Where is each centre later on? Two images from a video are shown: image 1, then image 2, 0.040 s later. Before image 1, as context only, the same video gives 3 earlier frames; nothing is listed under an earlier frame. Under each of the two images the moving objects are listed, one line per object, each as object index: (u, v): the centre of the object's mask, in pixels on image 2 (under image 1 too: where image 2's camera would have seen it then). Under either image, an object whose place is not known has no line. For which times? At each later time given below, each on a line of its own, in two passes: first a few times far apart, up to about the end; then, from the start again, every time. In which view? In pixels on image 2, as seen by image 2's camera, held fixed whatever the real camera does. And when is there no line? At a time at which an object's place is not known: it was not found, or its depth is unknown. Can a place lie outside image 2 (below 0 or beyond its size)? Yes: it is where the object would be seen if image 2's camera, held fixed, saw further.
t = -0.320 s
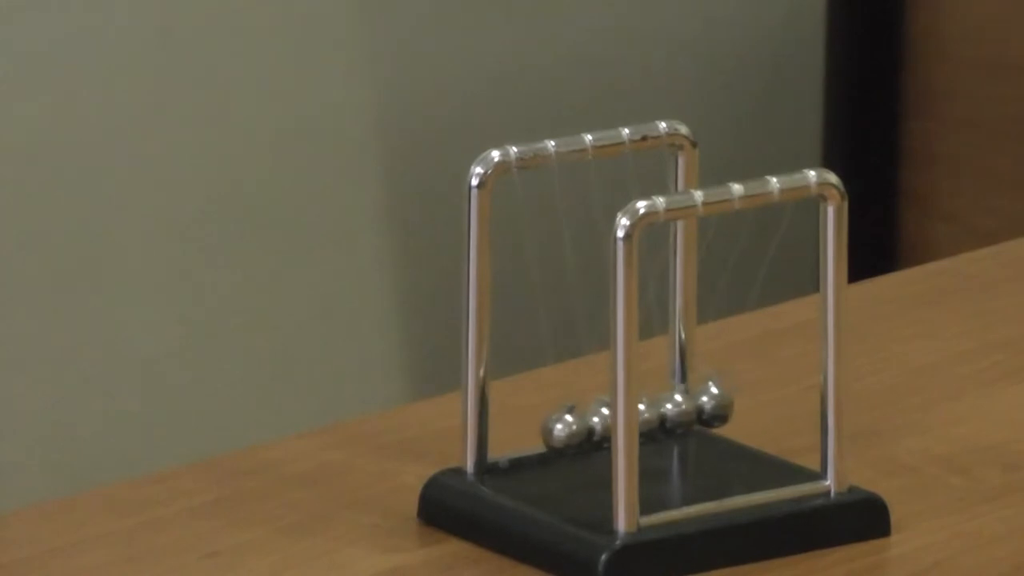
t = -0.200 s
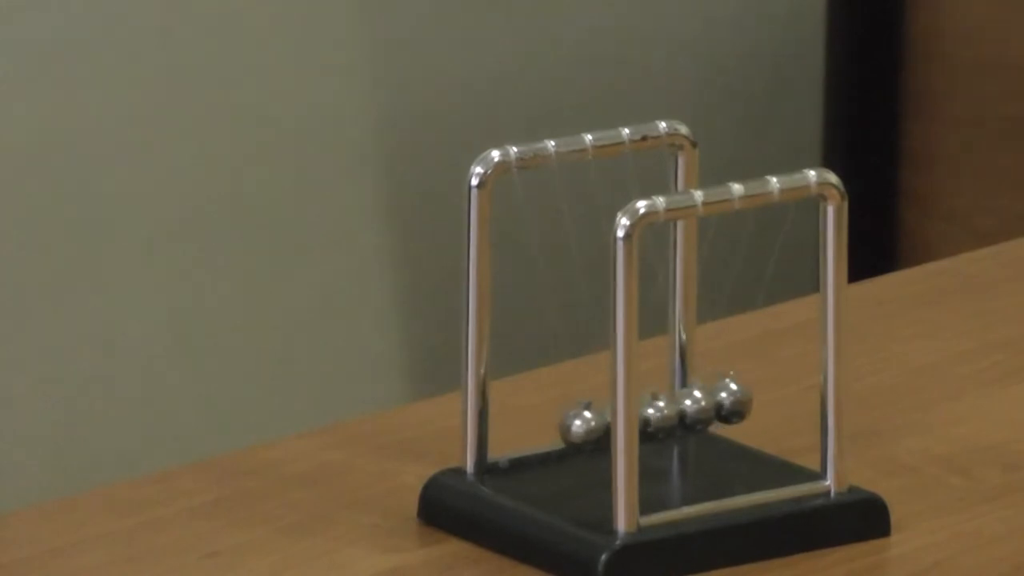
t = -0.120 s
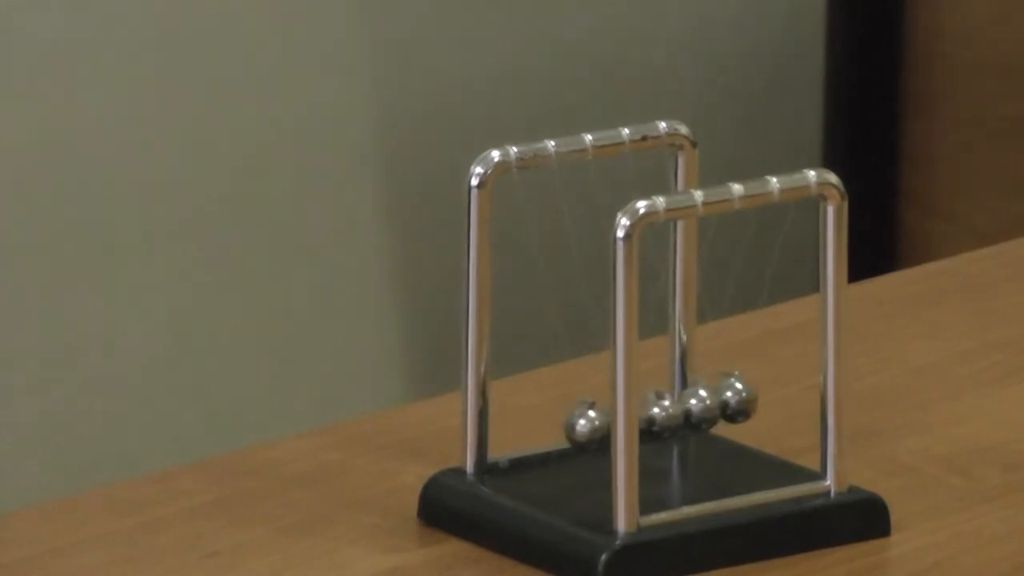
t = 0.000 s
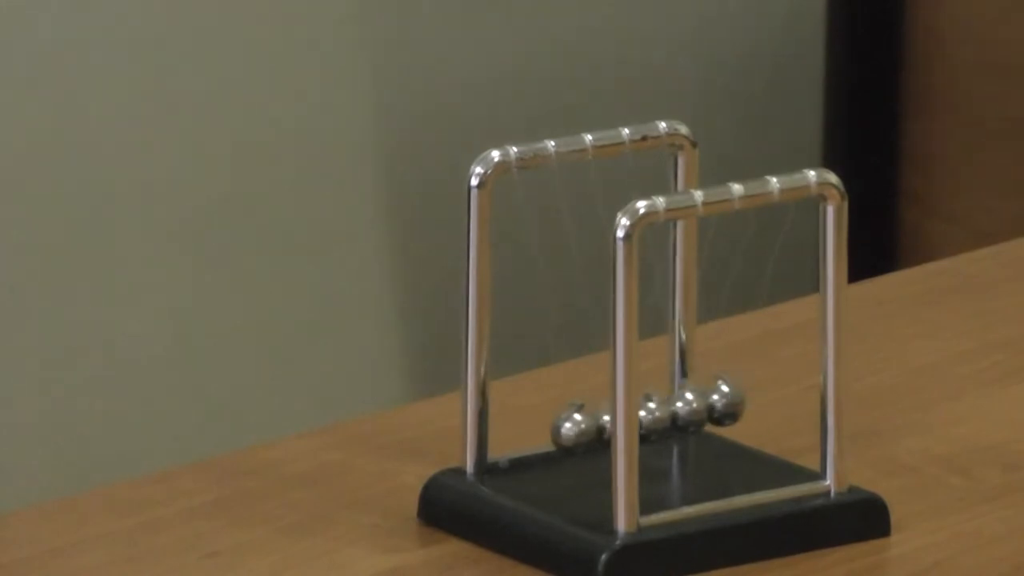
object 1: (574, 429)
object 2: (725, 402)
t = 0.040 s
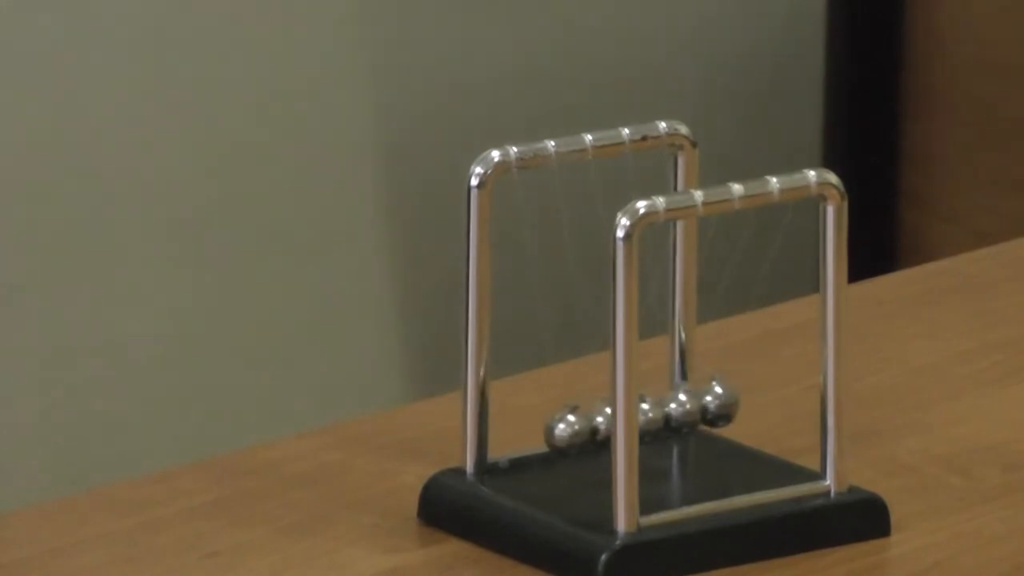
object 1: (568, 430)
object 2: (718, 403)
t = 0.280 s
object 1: (580, 427)
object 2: (726, 401)
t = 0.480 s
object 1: (572, 429)
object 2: (722, 401)
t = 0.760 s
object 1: (580, 427)
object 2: (728, 400)
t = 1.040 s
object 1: (566, 429)
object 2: (715, 402)
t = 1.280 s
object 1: (584, 423)
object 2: (732, 397)
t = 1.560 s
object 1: (566, 426)
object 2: (717, 398)
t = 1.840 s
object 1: (588, 422)
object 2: (736, 395)
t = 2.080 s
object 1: (564, 424)
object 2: (713, 397)
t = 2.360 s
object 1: (587, 424)
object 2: (735, 397)
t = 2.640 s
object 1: (564, 430)
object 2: (713, 403)
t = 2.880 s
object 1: (587, 426)
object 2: (735, 399)
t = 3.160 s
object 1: (565, 430)
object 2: (713, 404)
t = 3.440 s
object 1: (583, 427)
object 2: (732, 400)
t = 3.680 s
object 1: (567, 430)
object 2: (715, 403)
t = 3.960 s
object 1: (582, 428)
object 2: (731, 400)
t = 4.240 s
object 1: (572, 430)
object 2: (720, 402)
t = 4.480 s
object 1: (579, 429)
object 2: (729, 401)
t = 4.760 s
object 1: (575, 429)
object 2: (722, 403)
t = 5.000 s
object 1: (577, 429)
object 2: (727, 402)
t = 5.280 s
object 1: (576, 429)
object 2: (723, 402)
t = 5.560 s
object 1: (571, 429)
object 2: (721, 402)
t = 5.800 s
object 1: (578, 428)
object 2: (725, 402)
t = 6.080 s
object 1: (570, 429)
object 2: (719, 402)
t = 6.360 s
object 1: (582, 427)
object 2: (730, 400)
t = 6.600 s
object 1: (569, 430)
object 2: (718, 403)
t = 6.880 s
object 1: (582, 428)
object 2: (730, 401)
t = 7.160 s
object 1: (568, 430)
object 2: (716, 403)
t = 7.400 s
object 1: (586, 427)
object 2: (733, 400)
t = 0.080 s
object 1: (563, 431)
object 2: (714, 404)
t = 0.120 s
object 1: (562, 431)
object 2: (711, 404)
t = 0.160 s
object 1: (563, 431)
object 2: (711, 404)
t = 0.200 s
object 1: (566, 429)
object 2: (715, 404)
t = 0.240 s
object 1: (573, 429)
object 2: (720, 402)
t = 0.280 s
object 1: (580, 427)
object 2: (726, 401)
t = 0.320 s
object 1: (585, 426)
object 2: (732, 399)
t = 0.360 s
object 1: (587, 426)
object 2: (735, 398)
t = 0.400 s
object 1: (585, 427)
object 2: (734, 399)
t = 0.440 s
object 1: (578, 427)
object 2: (729, 400)
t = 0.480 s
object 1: (572, 429)
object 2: (722, 401)
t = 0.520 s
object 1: (567, 430)
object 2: (717, 402)
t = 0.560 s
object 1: (563, 430)
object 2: (713, 403)
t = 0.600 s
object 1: (562, 431)
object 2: (711, 403)
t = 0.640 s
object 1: (564, 430)
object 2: (713, 403)
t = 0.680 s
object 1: (570, 429)
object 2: (717, 402)
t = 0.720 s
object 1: (576, 428)
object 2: (723, 402)
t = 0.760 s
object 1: (580, 427)
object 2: (728, 400)
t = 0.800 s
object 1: (586, 425)
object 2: (733, 398)
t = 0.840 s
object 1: (588, 425)
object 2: (735, 397)
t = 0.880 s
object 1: (587, 425)
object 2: (735, 397)
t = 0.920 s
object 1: (583, 427)
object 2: (732, 398)
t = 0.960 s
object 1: (577, 428)
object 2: (726, 400)
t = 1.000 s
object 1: (570, 429)
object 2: (720, 402)
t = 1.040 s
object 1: (566, 429)
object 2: (715, 402)
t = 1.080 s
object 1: (563, 430)
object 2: (713, 402)
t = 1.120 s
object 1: (564, 428)
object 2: (713, 401)
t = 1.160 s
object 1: (567, 427)
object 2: (715, 400)
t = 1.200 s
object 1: (572, 426)
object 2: (720, 399)
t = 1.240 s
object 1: (579, 425)
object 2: (727, 399)
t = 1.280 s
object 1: (584, 423)
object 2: (732, 397)
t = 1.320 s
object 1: (588, 422)
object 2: (736, 396)
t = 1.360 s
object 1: (589, 422)
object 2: (737, 395)
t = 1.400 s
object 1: (587, 422)
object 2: (735, 396)
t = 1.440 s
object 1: (584, 423)
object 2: (732, 396)
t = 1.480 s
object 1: (576, 425)
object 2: (726, 398)
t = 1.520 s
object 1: (569, 426)
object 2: (720, 398)
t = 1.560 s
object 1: (566, 426)
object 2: (717, 398)
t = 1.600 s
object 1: (564, 427)
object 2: (714, 398)
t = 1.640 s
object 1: (564, 427)
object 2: (714, 398)
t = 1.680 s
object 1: (570, 425)
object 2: (717, 399)
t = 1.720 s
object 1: (575, 425)
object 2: (722, 398)
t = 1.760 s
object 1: (581, 424)
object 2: (728, 397)
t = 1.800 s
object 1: (587, 423)
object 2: (733, 396)
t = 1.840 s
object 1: (588, 422)
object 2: (736, 395)
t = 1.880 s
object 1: (588, 422)
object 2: (736, 395)
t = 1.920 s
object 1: (585, 423)
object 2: (734, 395)
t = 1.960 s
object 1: (580, 425)
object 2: (729, 397)
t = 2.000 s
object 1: (574, 425)
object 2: (723, 398)
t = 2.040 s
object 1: (568, 426)
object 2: (717, 399)
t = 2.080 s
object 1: (564, 424)
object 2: (713, 397)
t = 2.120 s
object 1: (564, 427)
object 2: (714, 401)
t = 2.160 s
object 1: (565, 427)
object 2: (715, 400)
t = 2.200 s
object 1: (569, 427)
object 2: (718, 401)
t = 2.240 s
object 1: (575, 426)
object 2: (724, 400)
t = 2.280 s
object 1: (581, 425)
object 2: (728, 399)
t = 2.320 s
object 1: (586, 424)
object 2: (733, 398)
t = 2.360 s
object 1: (587, 424)
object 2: (735, 397)
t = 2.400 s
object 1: (586, 424)
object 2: (735, 397)
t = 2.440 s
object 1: (581, 426)
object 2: (731, 398)
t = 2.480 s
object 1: (577, 427)
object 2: (727, 400)
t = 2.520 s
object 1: (571, 429)
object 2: (721, 401)
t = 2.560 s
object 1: (566, 430)
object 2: (716, 402)
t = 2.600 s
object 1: (564, 430)
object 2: (713, 403)
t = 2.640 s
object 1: (564, 430)
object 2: (713, 403)
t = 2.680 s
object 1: (567, 429)
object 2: (715, 403)
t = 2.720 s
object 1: (572, 429)
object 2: (720, 402)
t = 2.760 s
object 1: (578, 428)
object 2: (725, 402)
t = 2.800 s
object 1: (583, 427)
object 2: (731, 400)
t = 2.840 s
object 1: (586, 426)
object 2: (734, 400)
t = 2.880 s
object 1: (587, 426)
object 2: (735, 399)
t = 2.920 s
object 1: (586, 426)
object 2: (733, 399)
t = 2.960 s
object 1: (580, 427)
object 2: (730, 400)
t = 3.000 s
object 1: (574, 428)
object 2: (724, 401)
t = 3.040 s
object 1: (570, 430)
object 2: (719, 403)
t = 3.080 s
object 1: (565, 430)
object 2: (715, 403)
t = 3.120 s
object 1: (564, 430)
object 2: (713, 404)
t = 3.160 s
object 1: (565, 430)
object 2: (713, 404)
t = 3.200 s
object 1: (568, 430)
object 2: (716, 403)
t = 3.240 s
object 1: (574, 429)
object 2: (722, 402)
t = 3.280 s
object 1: (578, 428)
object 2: (726, 402)
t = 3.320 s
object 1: (583, 427)
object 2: (732, 400)
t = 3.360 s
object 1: (585, 426)
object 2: (734, 399)
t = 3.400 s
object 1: (586, 427)
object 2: (734, 399)
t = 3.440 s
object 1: (583, 427)
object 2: (732, 400)
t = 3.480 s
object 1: (578, 428)
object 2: (727, 401)
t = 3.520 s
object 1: (573, 430)
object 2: (722, 402)
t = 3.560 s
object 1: (568, 430)
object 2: (717, 403)
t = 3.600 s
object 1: (565, 431)
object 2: (715, 403)
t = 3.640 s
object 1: (565, 431)
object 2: (714, 403)
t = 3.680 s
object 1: (567, 430)
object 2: (715, 403)
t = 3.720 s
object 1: (570, 430)
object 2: (718, 403)
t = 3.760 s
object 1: (576, 429)
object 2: (723, 402)
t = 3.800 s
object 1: (581, 427)
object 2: (728, 401)
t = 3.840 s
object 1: (586, 427)
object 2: (732, 400)
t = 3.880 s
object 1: (587, 427)
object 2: (733, 399)
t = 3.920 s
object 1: (586, 427)
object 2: (733, 400)
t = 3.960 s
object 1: (582, 428)
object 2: (731, 400)
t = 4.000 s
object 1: (577, 429)
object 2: (726, 401)
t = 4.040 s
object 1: (571, 430)
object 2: (720, 403)
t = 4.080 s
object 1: (567, 431)
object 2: (716, 403)
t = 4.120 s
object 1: (565, 431)
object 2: (715, 404)
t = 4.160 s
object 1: (565, 430)
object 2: (714, 404)
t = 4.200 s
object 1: (568, 430)
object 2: (716, 404)
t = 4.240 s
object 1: (572, 430)
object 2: (720, 402)
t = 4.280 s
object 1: (577, 429)
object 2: (725, 402)
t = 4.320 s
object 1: (582, 428)
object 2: (730, 401)
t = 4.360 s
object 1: (585, 427)
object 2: (733, 400)
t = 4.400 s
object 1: (584, 427)
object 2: (733, 400)
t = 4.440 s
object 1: (583, 428)
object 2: (733, 400)
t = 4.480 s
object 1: (579, 429)
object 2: (729, 401)
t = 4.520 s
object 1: (574, 430)
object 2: (724, 403)
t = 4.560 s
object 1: (569, 430)
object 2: (719, 404)
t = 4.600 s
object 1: (567, 431)
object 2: (716, 404)
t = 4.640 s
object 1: (565, 431)
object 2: (714, 404)
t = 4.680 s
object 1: (566, 431)
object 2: (715, 404)
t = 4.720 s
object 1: (570, 430)
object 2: (718, 404)
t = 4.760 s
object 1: (575, 429)
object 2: (722, 403)
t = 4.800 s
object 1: (580, 428)
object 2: (727, 402)
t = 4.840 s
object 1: (583, 427)
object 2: (730, 401)
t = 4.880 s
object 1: (585, 427)
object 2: (733, 400)
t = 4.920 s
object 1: (585, 427)
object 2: (733, 400)
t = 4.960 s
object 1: (582, 427)
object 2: (731, 400)
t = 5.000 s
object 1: (577, 429)
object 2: (727, 402)
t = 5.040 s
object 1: (573, 430)
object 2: (722, 403)
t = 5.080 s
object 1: (568, 430)
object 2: (718, 403)
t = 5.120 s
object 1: (566, 431)
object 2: (716, 403)
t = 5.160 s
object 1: (566, 431)
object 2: (715, 403)
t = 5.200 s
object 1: (567, 430)
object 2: (716, 403)
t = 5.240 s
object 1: (572, 429)
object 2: (719, 402)
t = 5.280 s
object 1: (576, 429)
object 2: (723, 402)
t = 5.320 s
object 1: (581, 427)
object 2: (728, 401)
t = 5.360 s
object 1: (584, 427)
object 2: (731, 400)
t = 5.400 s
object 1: (585, 427)
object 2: (733, 399)
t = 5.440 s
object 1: (584, 427)
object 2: (732, 400)
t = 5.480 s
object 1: (581, 428)
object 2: (730, 400)
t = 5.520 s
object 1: (575, 428)
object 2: (725, 401)
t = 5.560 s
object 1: (571, 429)
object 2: (721, 402)
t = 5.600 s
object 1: (568, 430)
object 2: (717, 403)
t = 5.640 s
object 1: (566, 431)
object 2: (716, 403)
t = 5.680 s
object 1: (566, 430)
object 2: (716, 403)
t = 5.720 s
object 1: (569, 430)
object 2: (717, 403)
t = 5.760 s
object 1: (573, 430)
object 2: (721, 403)
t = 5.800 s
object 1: (578, 428)
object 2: (725, 402)
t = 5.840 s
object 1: (581, 427)
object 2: (729, 400)
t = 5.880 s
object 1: (584, 426)
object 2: (731, 400)
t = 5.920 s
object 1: (585, 427)
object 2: (732, 399)
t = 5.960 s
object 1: (582, 427)
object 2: (730, 400)
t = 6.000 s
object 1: (579, 428)
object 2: (728, 401)
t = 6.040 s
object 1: (574, 428)
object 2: (723, 401)
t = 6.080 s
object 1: (570, 429)
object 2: (719, 402)
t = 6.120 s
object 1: (567, 430)
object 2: (717, 403)
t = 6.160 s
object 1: (566, 430)
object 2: (715, 403)
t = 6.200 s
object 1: (567, 430)
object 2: (715, 403)
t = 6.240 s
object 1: (570, 429)
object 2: (718, 403)
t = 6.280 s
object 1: (574, 429)
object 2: (722, 402)
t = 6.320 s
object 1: (579, 428)
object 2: (726, 402)
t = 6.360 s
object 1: (582, 427)
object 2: (730, 400)
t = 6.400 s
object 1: (584, 427)
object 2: (731, 400)
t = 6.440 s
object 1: (584, 427)
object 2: (731, 400)
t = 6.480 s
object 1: (581, 427)
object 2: (730, 401)
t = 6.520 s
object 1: (577, 428)
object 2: (726, 402)
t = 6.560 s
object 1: (572, 430)
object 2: (721, 403)
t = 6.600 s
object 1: (569, 430)
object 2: (718, 403)
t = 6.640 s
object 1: (567, 430)
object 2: (716, 403)
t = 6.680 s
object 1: (567, 430)
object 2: (716, 403)
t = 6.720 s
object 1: (568, 430)
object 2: (717, 403)
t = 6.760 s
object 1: (572, 430)
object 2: (720, 403)
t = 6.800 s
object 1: (576, 429)
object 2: (723, 402)
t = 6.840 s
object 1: (580, 429)
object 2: (727, 401)
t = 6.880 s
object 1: (582, 428)
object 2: (730, 401)
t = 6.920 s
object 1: (583, 428)
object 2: (731, 400)
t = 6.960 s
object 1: (582, 428)
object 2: (731, 400)
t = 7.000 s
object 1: (580, 429)
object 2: (728, 401)
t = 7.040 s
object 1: (575, 429)
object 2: (724, 402)
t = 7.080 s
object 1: (571, 429)
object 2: (720, 402)
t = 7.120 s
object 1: (568, 430)
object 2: (717, 403)
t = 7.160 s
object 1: (568, 430)
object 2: (716, 403)
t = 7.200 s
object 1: (569, 431)
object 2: (717, 403)
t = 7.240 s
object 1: (573, 431)
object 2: (719, 403)
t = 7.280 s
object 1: (577, 430)
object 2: (724, 403)
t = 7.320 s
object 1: (582, 428)
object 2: (729, 402)
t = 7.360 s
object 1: (584, 427)
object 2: (731, 400)
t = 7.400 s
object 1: (586, 427)
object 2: (733, 400)
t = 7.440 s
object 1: (587, 426)
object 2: (734, 399)
